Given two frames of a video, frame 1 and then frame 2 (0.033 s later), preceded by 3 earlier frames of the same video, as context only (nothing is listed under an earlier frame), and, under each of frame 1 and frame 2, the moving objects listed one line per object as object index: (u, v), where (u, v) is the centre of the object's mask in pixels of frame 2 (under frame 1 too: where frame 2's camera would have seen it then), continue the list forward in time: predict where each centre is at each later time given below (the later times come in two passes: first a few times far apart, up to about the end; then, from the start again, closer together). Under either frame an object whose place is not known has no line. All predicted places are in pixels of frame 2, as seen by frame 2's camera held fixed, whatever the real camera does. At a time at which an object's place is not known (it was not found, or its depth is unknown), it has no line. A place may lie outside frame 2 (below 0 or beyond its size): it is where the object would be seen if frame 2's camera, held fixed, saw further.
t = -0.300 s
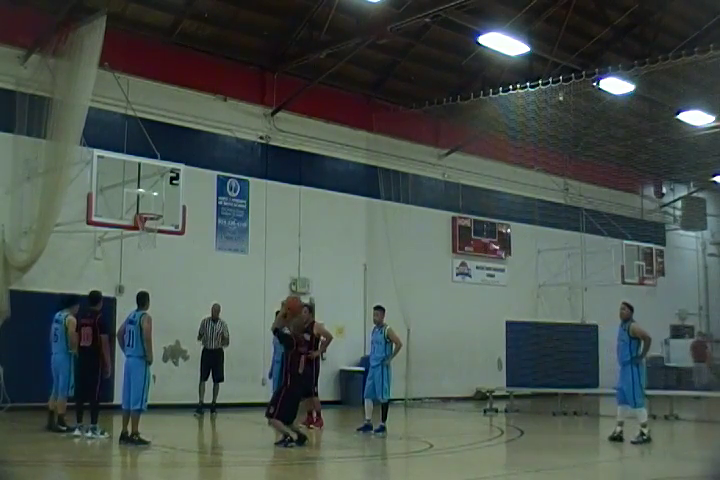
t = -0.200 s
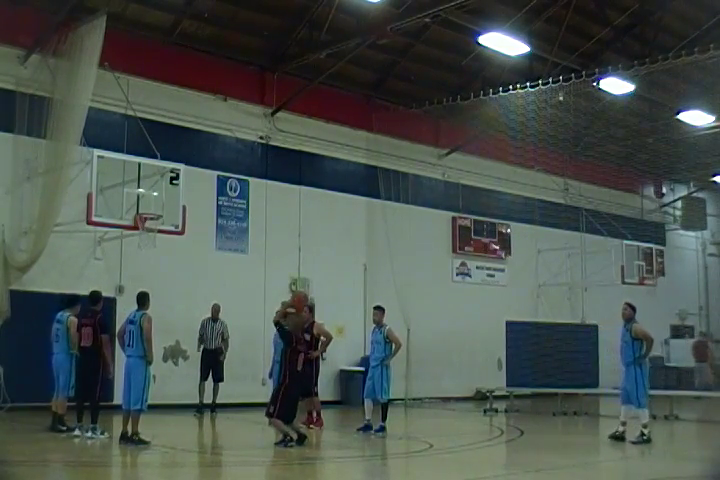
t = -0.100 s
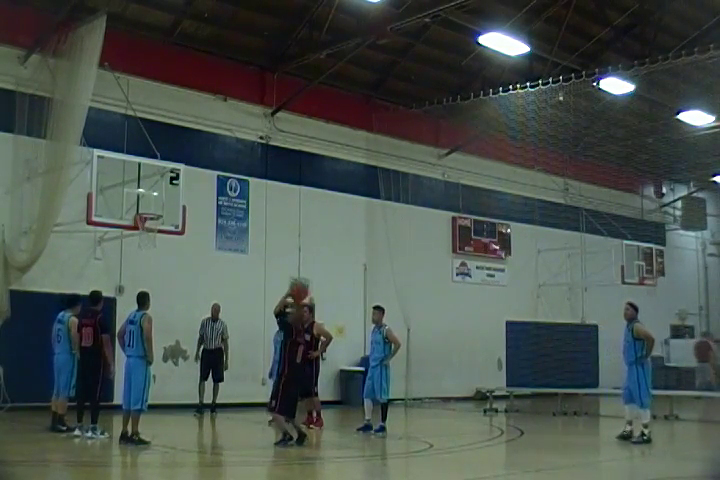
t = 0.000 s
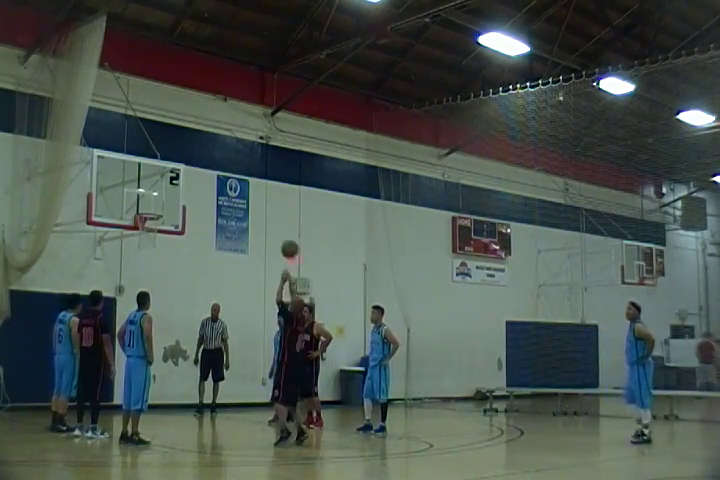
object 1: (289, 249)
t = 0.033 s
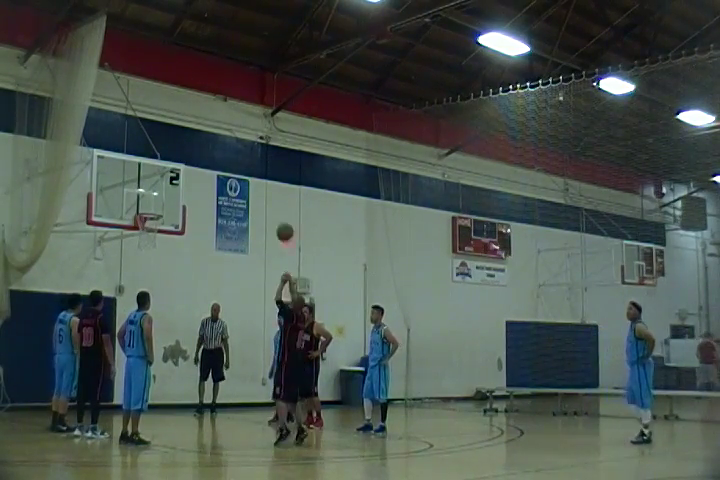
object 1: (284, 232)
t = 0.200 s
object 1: (262, 167)
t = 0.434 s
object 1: (234, 120)
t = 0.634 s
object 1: (212, 113)
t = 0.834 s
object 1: (190, 132)
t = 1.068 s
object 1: (167, 185)
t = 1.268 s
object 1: (138, 207)
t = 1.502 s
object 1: (122, 201)
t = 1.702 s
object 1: (113, 219)
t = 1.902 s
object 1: (102, 270)
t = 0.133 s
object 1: (270, 189)
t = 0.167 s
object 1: (266, 177)
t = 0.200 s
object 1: (262, 167)
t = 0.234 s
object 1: (258, 157)
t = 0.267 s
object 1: (255, 152)
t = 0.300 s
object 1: (249, 142)
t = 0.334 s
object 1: (246, 136)
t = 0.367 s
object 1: (241, 128)
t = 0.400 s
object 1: (237, 123)
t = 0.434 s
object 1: (234, 120)
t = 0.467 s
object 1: (230, 117)
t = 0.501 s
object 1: (226, 114)
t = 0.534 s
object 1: (222, 112)
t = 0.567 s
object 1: (219, 111)
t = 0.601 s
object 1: (215, 112)
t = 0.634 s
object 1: (212, 113)
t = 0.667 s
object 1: (208, 114)
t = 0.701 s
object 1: (204, 117)
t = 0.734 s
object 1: (201, 119)
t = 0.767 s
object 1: (197, 123)
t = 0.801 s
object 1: (196, 125)
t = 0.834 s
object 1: (190, 132)
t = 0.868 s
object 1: (186, 137)
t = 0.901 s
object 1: (183, 144)
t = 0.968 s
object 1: (177, 158)
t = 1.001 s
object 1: (173, 166)
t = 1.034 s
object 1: (171, 176)
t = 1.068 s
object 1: (167, 185)
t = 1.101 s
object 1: (164, 195)
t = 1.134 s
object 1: (160, 206)
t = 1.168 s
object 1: (156, 211)
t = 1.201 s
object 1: (150, 208)
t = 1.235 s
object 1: (143, 207)
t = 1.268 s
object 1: (138, 207)
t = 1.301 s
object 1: (133, 206)
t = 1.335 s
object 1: (129, 204)
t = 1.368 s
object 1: (128, 202)
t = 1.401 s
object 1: (127, 201)
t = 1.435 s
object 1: (125, 200)
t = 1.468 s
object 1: (124, 200)
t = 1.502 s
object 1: (122, 201)
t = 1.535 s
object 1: (121, 202)
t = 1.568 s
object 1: (120, 204)
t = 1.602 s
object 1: (117, 208)
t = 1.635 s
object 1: (116, 211)
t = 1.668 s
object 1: (115, 215)
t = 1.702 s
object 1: (113, 219)
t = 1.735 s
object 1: (111, 228)
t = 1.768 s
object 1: (109, 234)
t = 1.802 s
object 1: (106, 242)
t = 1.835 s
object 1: (105, 250)
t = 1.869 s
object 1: (103, 259)
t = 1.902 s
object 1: (102, 270)
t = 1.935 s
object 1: (99, 281)
